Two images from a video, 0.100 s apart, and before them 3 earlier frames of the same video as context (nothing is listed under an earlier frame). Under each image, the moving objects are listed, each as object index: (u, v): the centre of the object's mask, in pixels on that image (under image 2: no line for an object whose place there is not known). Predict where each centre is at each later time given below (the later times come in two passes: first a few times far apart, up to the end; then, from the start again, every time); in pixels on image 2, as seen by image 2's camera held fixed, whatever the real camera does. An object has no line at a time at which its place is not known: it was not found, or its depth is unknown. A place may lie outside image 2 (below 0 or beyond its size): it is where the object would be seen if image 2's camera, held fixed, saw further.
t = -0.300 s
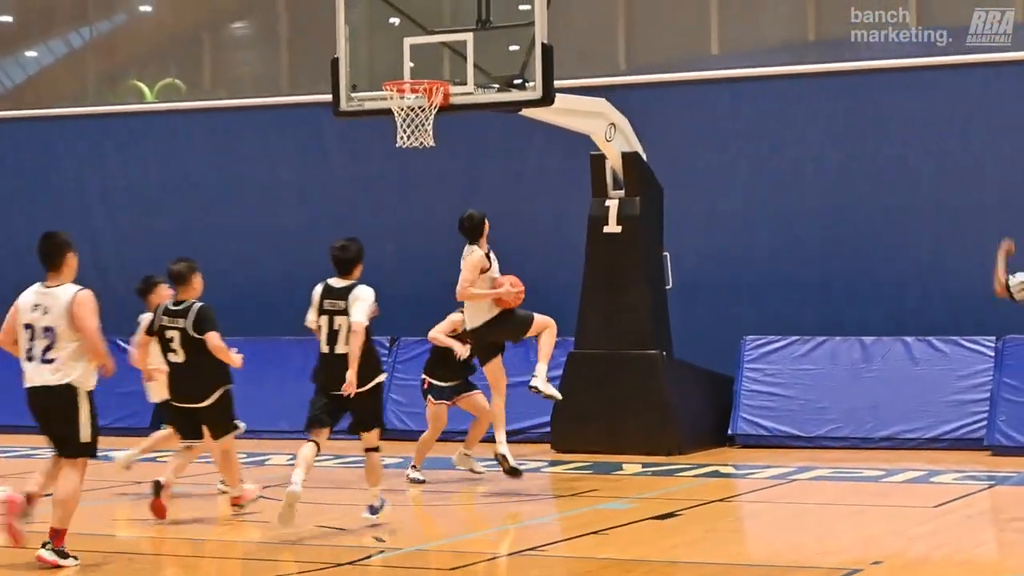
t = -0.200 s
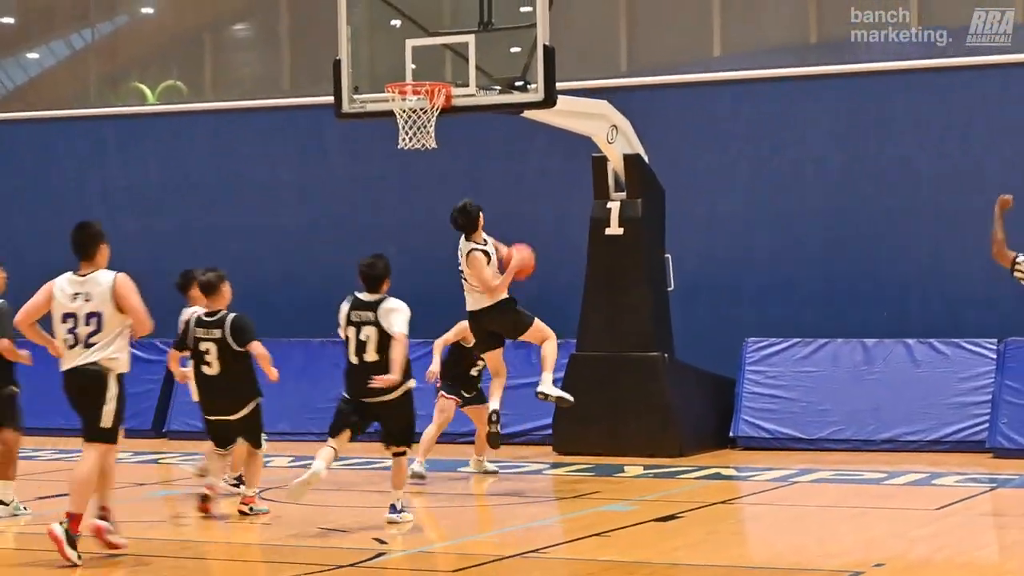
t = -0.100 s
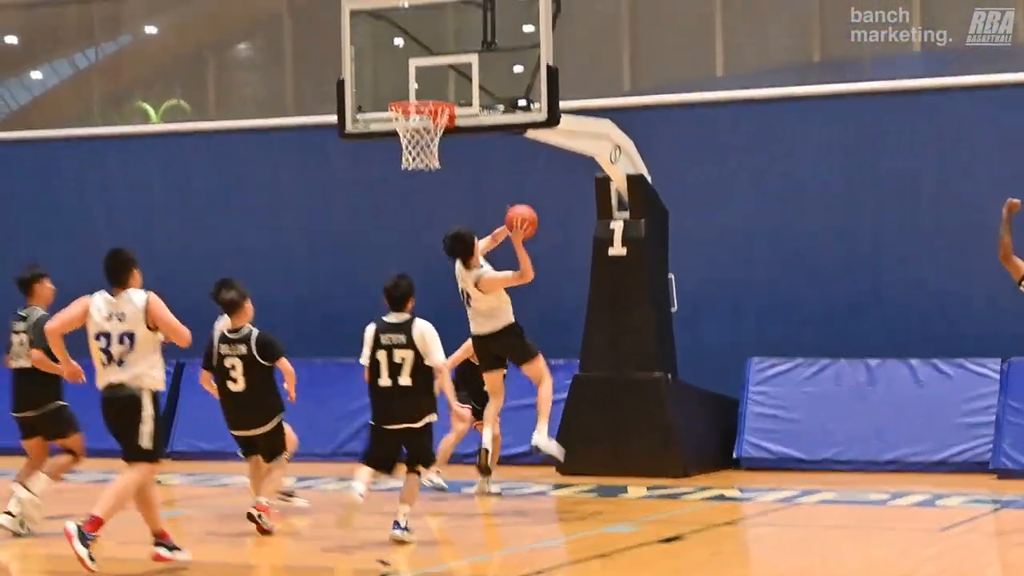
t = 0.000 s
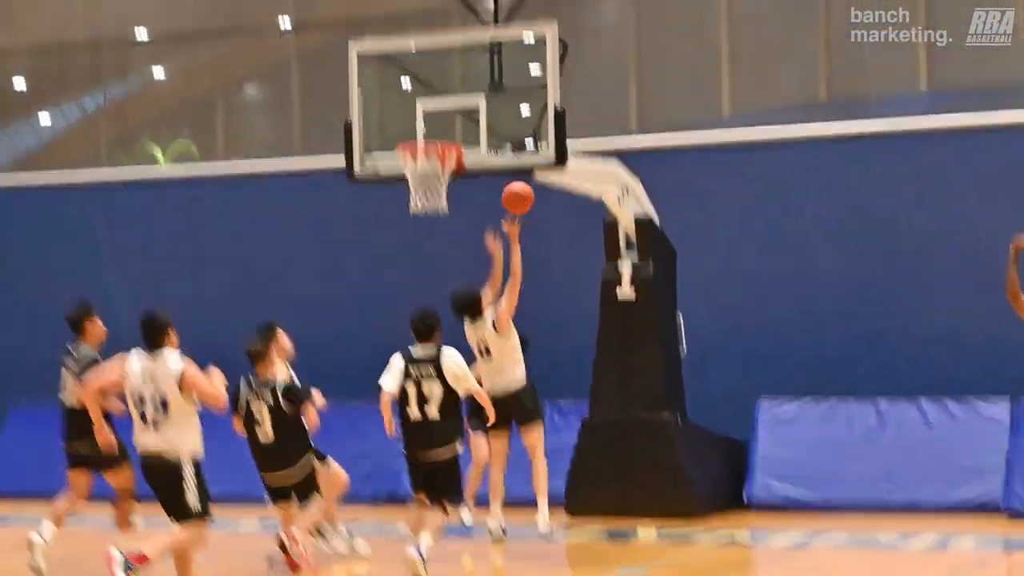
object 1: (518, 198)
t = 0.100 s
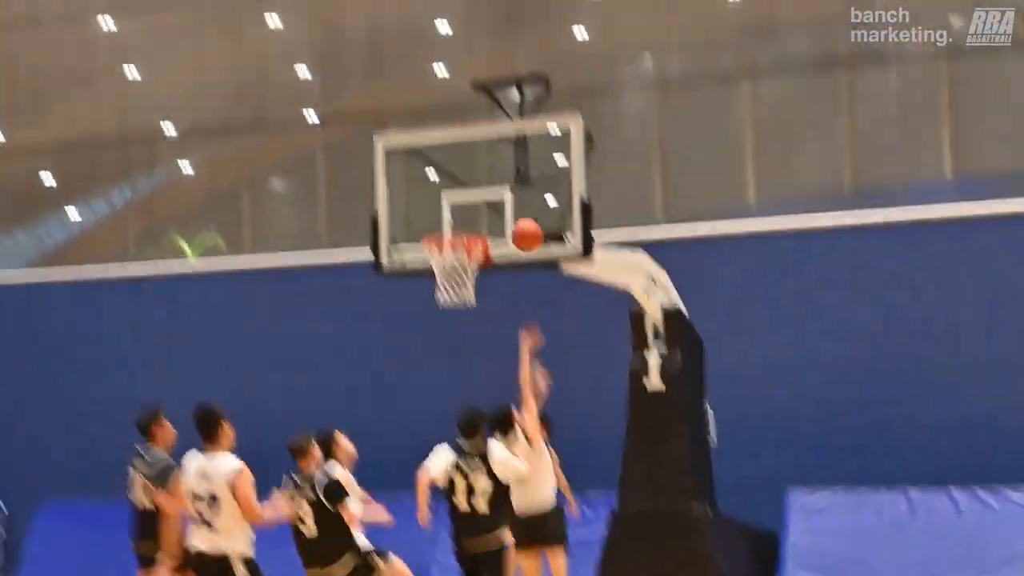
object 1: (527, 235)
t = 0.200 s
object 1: (509, 197)
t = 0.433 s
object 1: (469, 182)
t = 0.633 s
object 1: (439, 224)
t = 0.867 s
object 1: (461, 224)
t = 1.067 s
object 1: (454, 224)
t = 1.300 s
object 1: (450, 230)
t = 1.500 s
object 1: (448, 297)
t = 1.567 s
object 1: (449, 322)
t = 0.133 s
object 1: (521, 221)
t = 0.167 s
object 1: (515, 208)
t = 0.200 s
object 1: (509, 197)
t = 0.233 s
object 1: (504, 187)
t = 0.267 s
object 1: (499, 179)
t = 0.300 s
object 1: (493, 177)
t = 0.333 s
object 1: (487, 176)
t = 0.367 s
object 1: (482, 176)
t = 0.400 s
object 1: (475, 179)
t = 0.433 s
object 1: (469, 182)
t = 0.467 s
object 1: (464, 186)
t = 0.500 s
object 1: (458, 193)
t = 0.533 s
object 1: (453, 201)
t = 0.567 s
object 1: (447, 209)
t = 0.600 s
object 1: (444, 215)
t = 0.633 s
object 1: (439, 224)
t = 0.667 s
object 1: (439, 228)
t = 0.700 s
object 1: (446, 227)
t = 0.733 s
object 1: (454, 227)
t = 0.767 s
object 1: (463, 228)
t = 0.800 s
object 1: (464, 227)
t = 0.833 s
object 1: (463, 225)
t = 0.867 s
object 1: (461, 224)
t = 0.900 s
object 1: (460, 222)
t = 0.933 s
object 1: (458, 222)
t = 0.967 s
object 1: (457, 224)
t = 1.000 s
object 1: (456, 225)
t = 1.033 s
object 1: (454, 226)
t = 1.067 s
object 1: (454, 224)
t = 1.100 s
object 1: (453, 222)
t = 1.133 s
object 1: (453, 222)
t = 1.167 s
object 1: (452, 222)
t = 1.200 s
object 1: (451, 223)
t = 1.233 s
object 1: (451, 225)
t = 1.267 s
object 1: (450, 227)
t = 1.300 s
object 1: (450, 230)
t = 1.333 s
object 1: (450, 235)
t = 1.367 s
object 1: (449, 254)
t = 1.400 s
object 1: (448, 263)
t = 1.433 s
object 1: (448, 275)
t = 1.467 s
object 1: (447, 286)
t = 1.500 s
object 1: (448, 297)
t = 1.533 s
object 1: (449, 309)
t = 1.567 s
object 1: (449, 322)
